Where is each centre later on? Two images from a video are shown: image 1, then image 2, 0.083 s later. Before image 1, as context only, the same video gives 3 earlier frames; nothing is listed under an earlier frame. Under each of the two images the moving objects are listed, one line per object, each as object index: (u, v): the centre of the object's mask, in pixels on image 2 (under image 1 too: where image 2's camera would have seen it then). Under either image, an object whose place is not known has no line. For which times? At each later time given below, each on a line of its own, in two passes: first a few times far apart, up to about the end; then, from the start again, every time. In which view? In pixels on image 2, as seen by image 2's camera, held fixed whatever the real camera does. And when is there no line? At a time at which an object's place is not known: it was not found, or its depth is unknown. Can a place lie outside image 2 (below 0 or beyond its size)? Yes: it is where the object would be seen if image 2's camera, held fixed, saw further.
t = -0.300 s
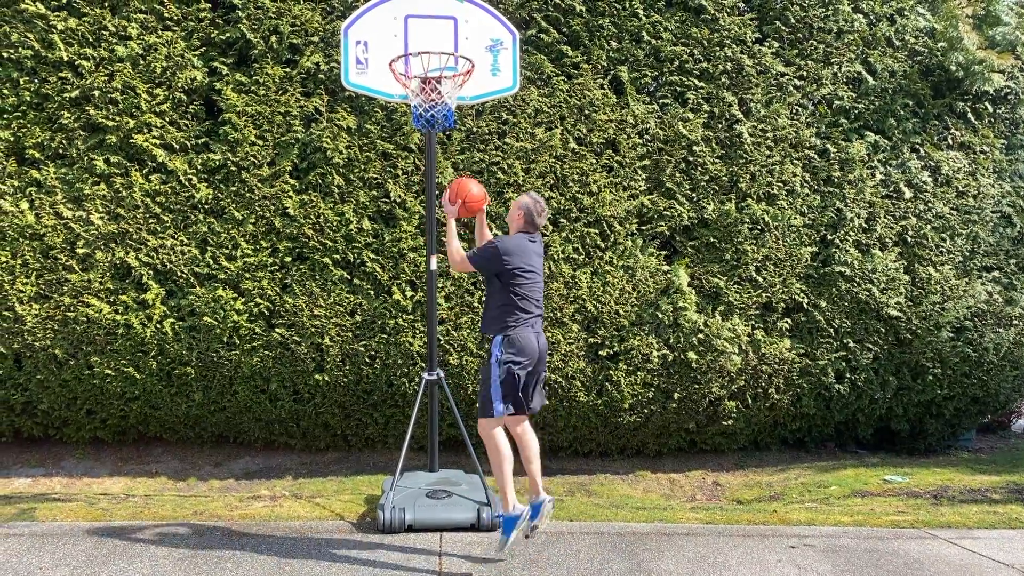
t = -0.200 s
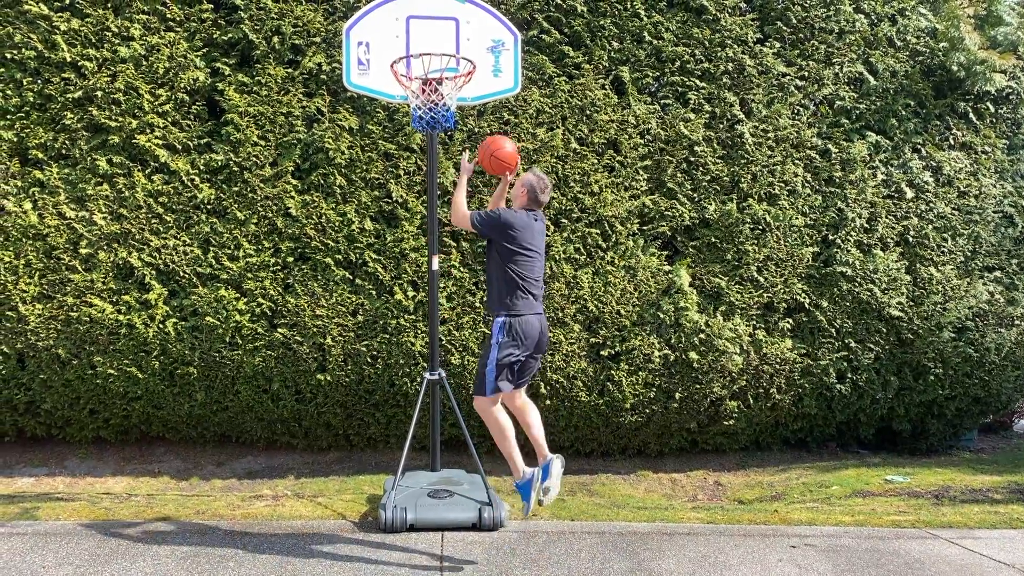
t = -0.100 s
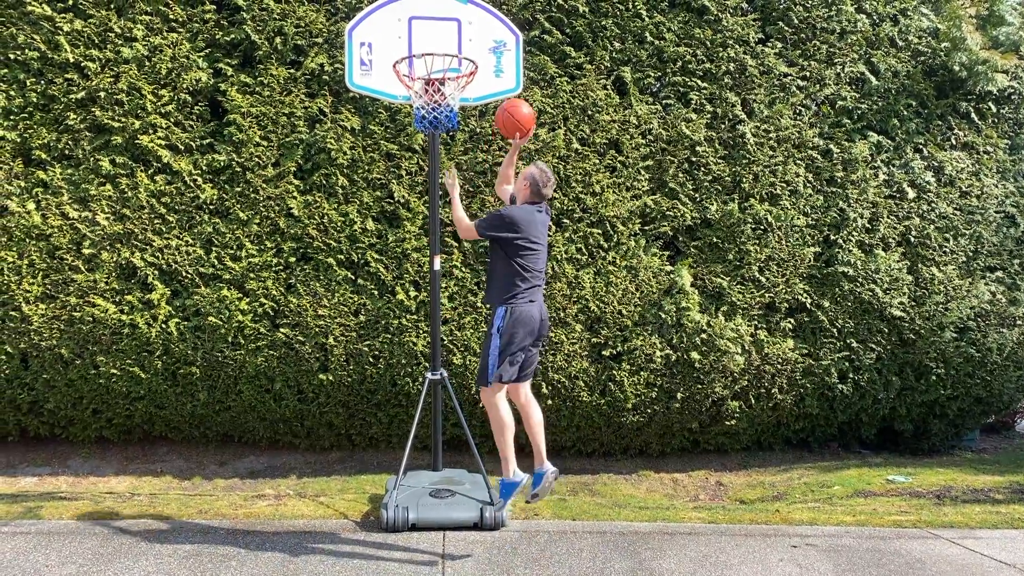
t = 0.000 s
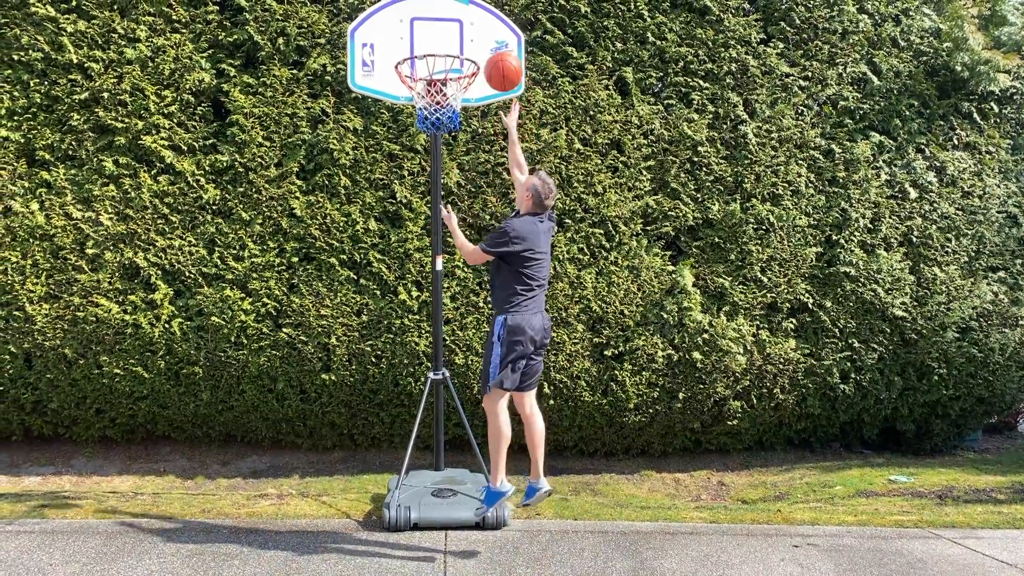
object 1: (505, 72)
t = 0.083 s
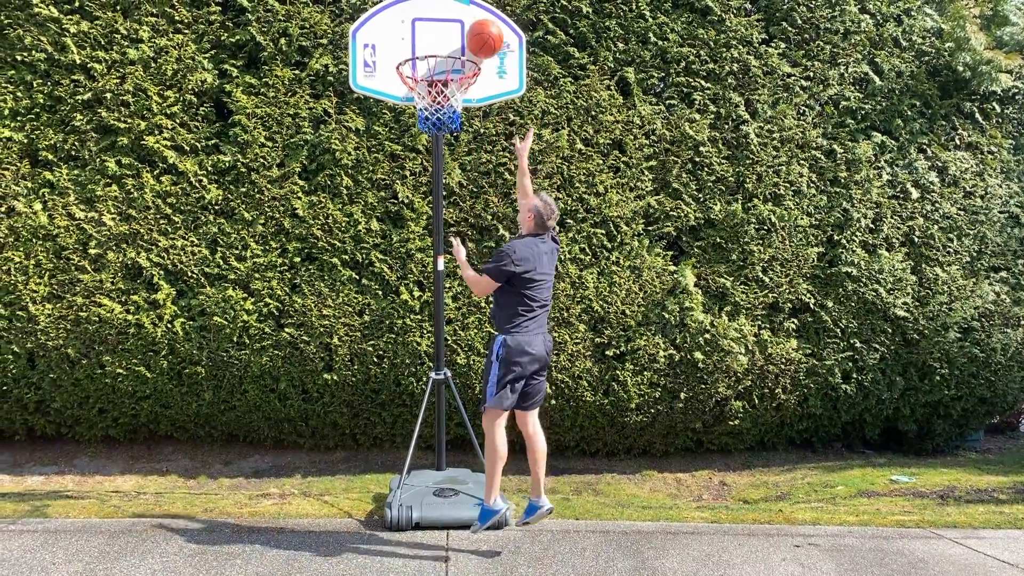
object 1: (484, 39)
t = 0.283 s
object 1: (458, 13)
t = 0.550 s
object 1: (421, 71)
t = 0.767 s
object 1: (423, 136)
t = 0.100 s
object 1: (482, 34)
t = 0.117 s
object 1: (479, 29)
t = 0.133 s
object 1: (477, 25)
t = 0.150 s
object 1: (475, 22)
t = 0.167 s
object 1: (473, 19)
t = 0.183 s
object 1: (471, 17)
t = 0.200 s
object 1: (469, 15)
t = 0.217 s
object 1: (466, 14)
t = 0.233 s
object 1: (464, 14)
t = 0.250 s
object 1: (462, 13)
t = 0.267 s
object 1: (460, 13)
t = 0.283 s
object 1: (458, 13)
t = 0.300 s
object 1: (456, 13)
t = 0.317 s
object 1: (453, 13)
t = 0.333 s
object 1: (451, 14)
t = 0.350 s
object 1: (449, 15)
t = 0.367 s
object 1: (447, 16)
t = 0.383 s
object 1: (444, 18)
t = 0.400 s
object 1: (442, 21)
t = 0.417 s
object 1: (440, 25)
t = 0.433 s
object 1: (437, 29)
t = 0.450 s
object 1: (435, 33)
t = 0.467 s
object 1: (433, 37)
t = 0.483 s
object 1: (431, 40)
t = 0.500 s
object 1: (428, 49)
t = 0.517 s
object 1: (426, 55)
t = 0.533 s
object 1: (423, 63)
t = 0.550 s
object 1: (421, 71)
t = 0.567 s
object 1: (418, 78)
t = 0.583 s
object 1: (417, 84)
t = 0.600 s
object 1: (416, 90)
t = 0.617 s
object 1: (416, 94)
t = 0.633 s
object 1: (416, 96)
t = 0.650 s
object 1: (417, 100)
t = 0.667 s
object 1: (417, 104)
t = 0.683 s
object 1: (418, 109)
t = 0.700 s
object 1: (419, 114)
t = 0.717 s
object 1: (421, 117)
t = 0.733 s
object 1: (421, 123)
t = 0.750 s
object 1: (422, 130)
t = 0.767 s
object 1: (423, 136)
